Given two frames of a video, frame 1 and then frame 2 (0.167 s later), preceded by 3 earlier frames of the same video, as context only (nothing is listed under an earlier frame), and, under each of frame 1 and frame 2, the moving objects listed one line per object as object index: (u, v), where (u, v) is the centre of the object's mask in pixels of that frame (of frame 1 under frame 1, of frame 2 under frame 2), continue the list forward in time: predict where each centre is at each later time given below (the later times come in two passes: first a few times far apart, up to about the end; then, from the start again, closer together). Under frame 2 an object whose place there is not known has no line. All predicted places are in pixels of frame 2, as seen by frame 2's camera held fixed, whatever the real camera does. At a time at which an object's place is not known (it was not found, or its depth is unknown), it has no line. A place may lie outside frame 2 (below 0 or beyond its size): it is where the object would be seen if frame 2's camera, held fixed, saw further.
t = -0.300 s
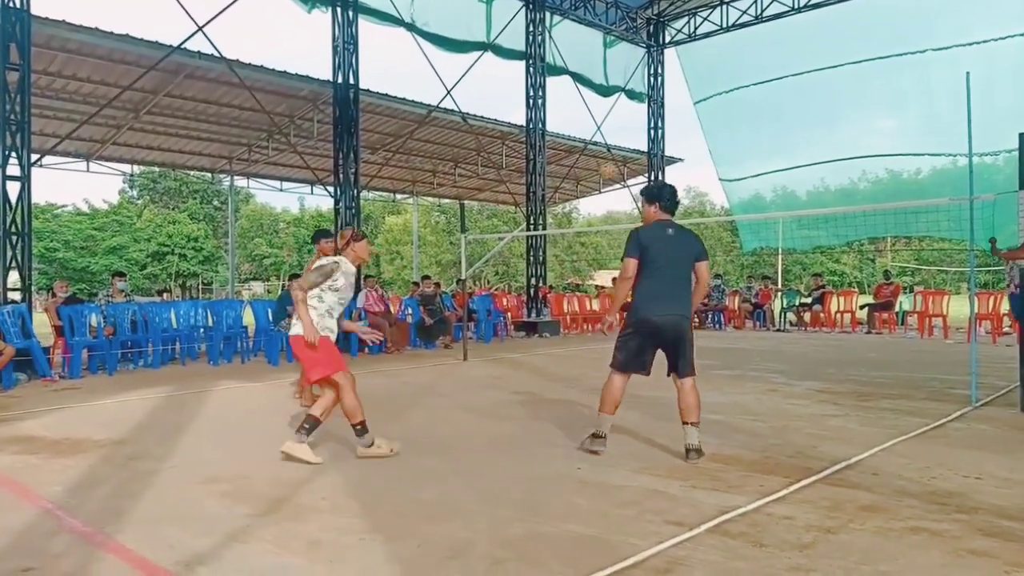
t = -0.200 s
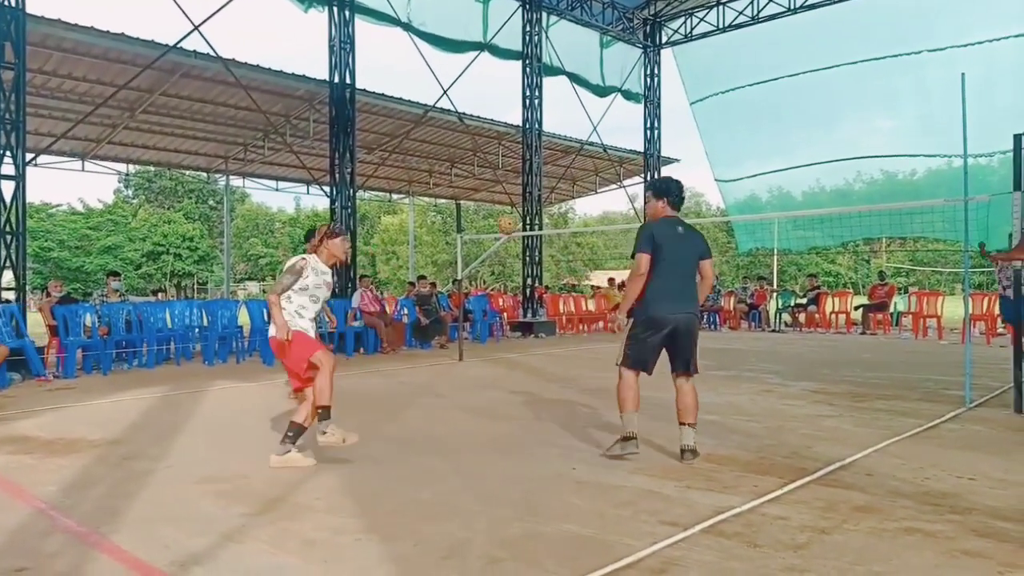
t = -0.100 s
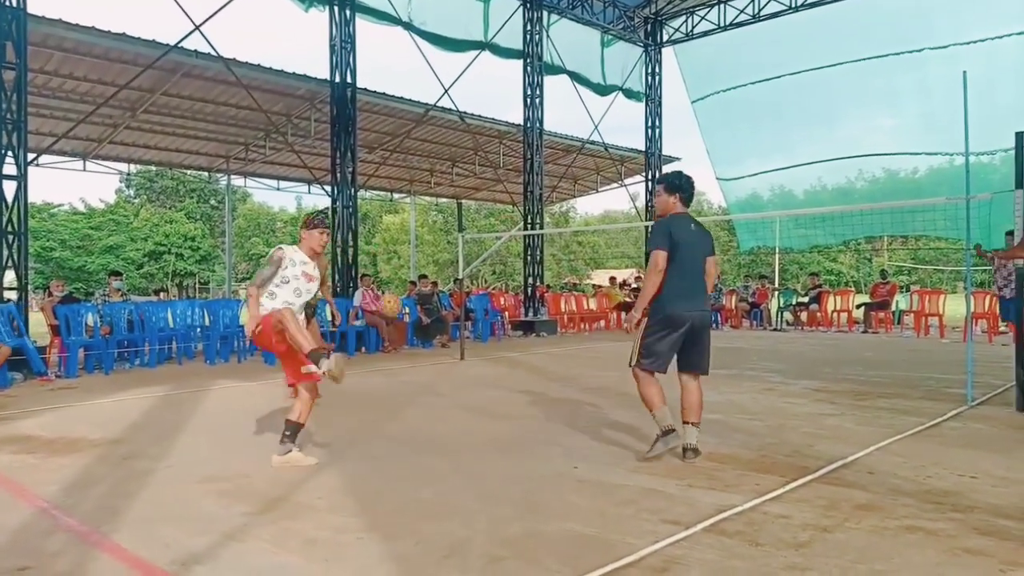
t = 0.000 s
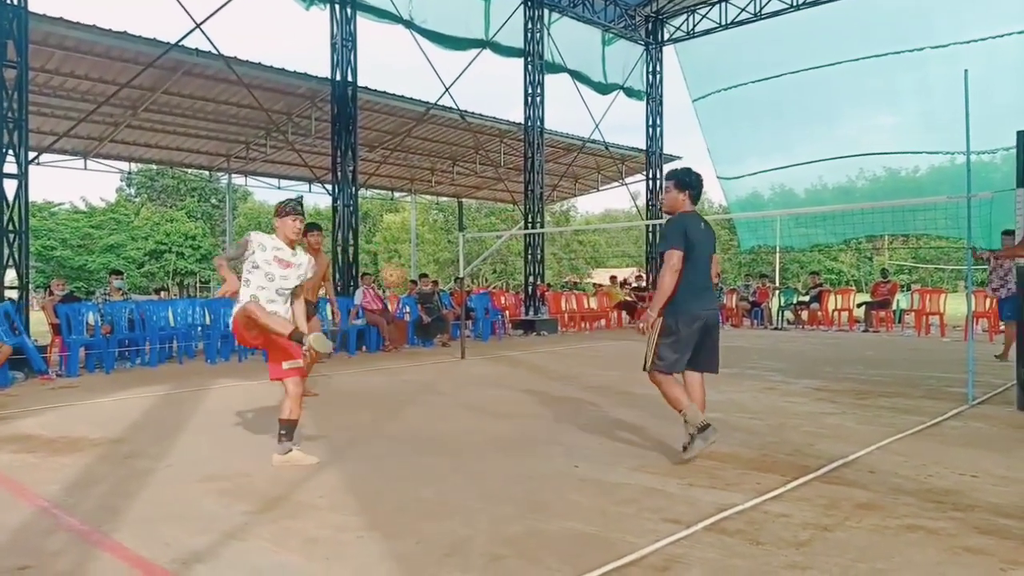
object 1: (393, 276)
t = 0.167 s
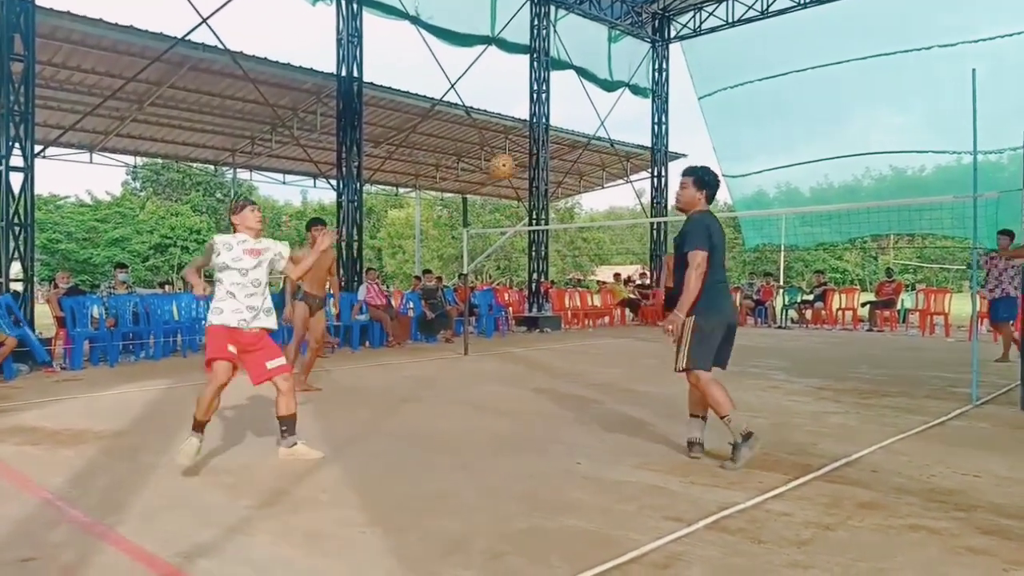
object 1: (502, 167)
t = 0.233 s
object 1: (545, 141)
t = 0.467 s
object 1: (697, 117)
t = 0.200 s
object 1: (523, 153)
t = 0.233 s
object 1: (545, 141)
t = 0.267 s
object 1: (566, 129)
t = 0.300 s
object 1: (587, 123)
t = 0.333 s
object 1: (609, 117)
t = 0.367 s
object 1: (631, 113)
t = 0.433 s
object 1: (675, 113)
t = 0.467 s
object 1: (697, 117)
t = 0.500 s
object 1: (718, 122)
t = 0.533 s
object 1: (740, 130)
